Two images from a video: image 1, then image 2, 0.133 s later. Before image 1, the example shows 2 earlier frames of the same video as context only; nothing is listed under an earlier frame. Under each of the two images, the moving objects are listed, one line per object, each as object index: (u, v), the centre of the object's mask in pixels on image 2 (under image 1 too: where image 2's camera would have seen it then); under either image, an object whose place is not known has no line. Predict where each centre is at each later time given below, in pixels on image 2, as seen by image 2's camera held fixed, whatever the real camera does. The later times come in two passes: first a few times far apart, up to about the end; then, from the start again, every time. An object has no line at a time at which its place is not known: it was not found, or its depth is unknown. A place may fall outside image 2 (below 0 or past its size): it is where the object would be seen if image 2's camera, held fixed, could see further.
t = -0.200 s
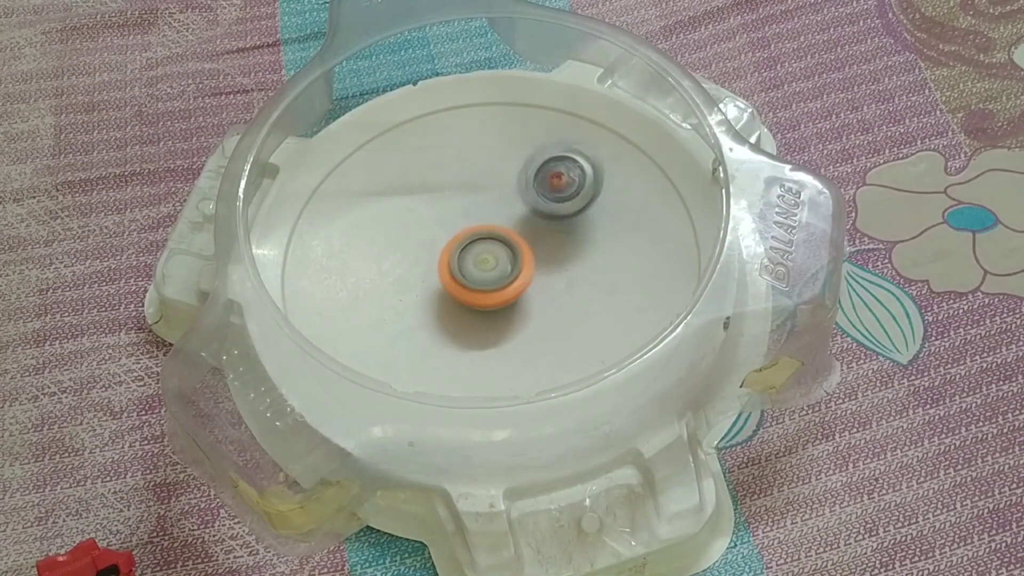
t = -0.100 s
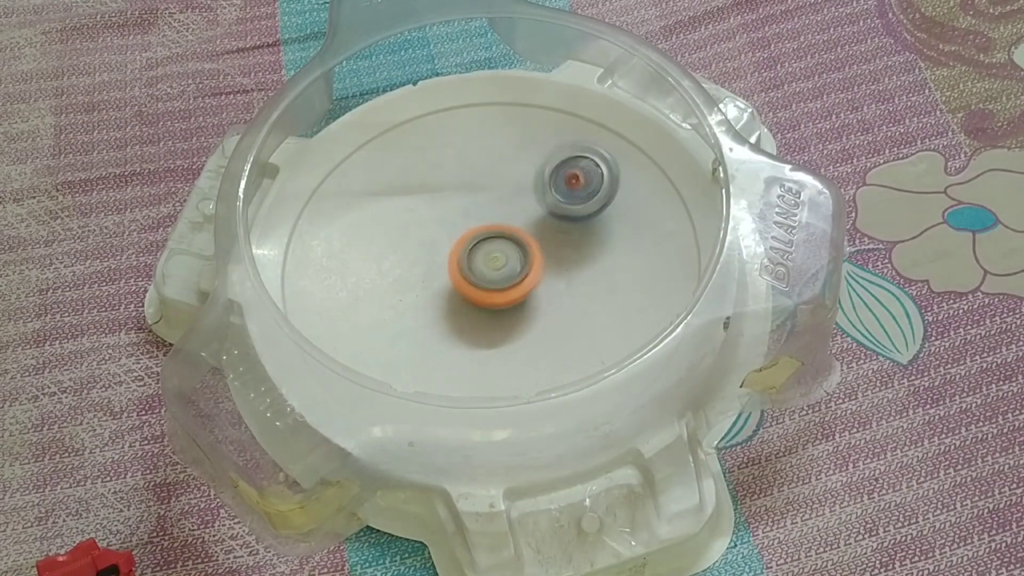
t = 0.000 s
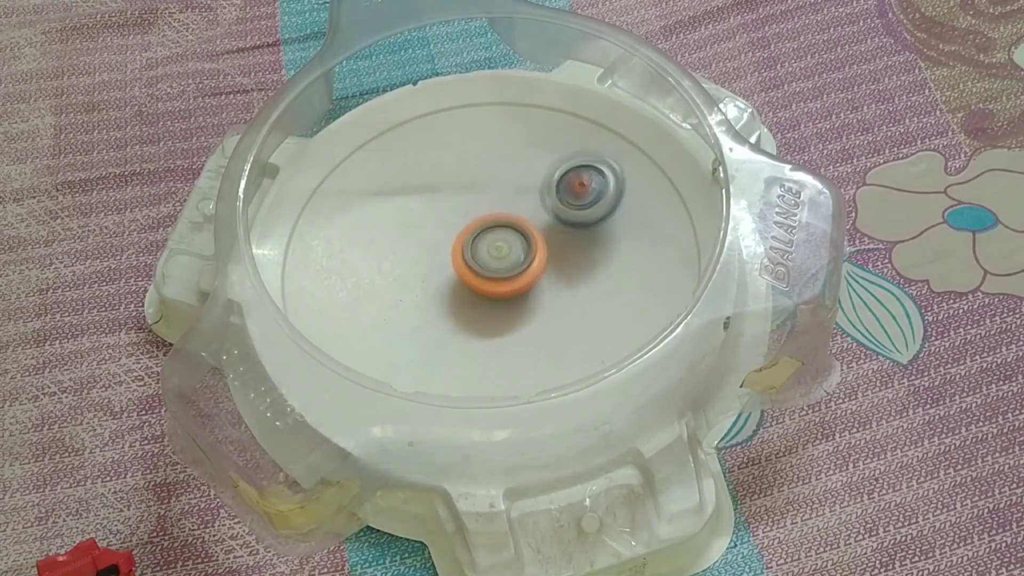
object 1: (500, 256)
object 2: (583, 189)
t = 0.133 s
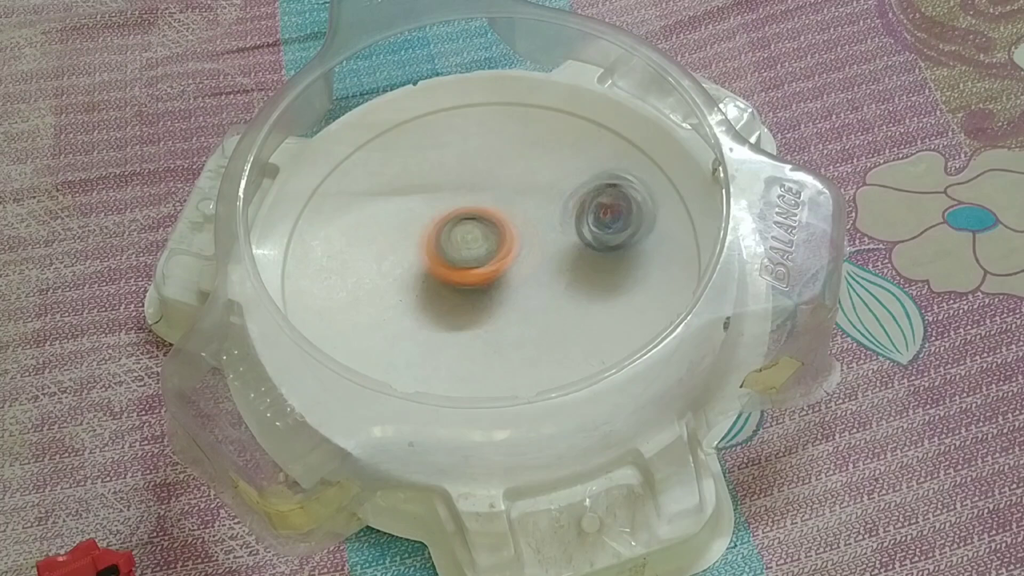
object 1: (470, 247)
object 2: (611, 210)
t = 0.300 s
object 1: (414, 255)
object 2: (670, 216)
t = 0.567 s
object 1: (394, 288)
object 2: (586, 240)
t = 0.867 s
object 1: (455, 294)
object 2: (491, 223)
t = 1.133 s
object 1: (512, 254)
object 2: (480, 161)
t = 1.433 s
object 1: (543, 230)
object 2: (541, 114)
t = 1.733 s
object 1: (561, 258)
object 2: (522, 192)
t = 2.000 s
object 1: (560, 273)
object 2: (461, 201)
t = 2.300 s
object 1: (536, 299)
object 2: (443, 148)
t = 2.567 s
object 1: (504, 310)
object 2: (498, 156)
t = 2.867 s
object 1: (471, 303)
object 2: (489, 222)
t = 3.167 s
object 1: (437, 293)
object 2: (477, 218)
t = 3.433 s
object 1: (446, 276)
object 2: (498, 216)
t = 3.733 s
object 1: (460, 248)
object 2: (557, 270)
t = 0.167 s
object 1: (447, 246)
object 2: (640, 211)
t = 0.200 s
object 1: (435, 247)
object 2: (657, 215)
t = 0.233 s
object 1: (428, 249)
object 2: (668, 215)
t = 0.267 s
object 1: (421, 252)
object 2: (674, 215)
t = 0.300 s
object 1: (414, 255)
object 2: (670, 216)
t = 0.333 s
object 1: (408, 258)
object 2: (658, 218)
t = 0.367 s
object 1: (403, 262)
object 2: (646, 219)
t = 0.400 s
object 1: (398, 266)
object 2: (635, 221)
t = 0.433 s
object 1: (395, 270)
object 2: (626, 225)
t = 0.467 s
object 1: (393, 275)
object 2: (617, 227)
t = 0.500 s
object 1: (392, 279)
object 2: (607, 232)
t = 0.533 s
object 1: (392, 284)
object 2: (597, 235)
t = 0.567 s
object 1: (394, 288)
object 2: (586, 240)
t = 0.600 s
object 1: (398, 293)
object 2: (573, 243)
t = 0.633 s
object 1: (402, 296)
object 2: (559, 246)
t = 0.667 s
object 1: (408, 298)
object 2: (547, 246)
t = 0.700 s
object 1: (415, 299)
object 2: (537, 245)
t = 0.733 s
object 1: (422, 300)
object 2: (526, 243)
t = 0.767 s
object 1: (430, 300)
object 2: (516, 240)
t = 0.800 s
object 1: (438, 299)
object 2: (506, 236)
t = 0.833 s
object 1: (447, 296)
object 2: (498, 230)
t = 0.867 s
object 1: (455, 294)
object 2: (491, 223)
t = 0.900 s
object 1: (462, 290)
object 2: (485, 215)
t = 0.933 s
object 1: (469, 286)
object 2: (480, 208)
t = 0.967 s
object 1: (477, 280)
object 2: (476, 200)
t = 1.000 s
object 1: (485, 276)
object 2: (475, 193)
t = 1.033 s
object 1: (492, 271)
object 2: (474, 184)
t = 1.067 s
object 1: (499, 266)
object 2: (475, 176)
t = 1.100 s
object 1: (506, 260)
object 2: (477, 169)
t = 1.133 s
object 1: (512, 254)
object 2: (480, 161)
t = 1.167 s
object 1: (518, 248)
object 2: (484, 156)
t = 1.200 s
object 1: (523, 242)
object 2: (491, 150)
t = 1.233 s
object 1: (528, 236)
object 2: (497, 145)
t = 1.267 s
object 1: (533, 229)
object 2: (506, 142)
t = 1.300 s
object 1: (537, 223)
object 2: (516, 140)
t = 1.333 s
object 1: (540, 217)
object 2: (525, 137)
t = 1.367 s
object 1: (541, 223)
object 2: (532, 134)
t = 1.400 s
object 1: (542, 227)
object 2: (536, 119)
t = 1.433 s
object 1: (543, 230)
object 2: (541, 114)
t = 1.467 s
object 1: (545, 232)
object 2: (549, 119)
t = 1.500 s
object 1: (546, 234)
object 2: (551, 126)
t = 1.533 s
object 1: (549, 238)
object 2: (550, 141)
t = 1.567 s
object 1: (552, 241)
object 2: (548, 150)
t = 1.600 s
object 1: (555, 244)
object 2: (544, 162)
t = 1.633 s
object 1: (557, 247)
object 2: (541, 170)
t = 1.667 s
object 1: (560, 250)
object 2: (536, 177)
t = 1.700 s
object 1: (561, 254)
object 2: (529, 185)
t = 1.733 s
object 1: (561, 258)
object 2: (522, 192)
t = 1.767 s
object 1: (561, 260)
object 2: (515, 198)
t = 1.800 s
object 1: (559, 261)
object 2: (508, 201)
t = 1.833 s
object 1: (558, 263)
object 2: (499, 205)
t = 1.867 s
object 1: (557, 267)
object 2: (492, 206)
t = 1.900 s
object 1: (557, 268)
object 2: (483, 206)
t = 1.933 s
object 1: (558, 270)
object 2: (475, 205)
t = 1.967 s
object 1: (559, 271)
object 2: (469, 204)
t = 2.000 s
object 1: (560, 273)
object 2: (461, 201)
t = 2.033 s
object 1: (560, 276)
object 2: (454, 197)
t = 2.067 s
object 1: (558, 279)
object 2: (447, 192)
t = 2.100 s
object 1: (556, 282)
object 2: (444, 186)
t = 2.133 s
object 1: (553, 285)
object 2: (441, 180)
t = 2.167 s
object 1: (550, 288)
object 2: (438, 174)
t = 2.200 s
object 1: (547, 291)
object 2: (438, 167)
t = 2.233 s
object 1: (544, 294)
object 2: (437, 160)
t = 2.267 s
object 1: (541, 296)
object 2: (440, 154)
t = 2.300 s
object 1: (536, 299)
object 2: (443, 148)
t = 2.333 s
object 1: (533, 301)
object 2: (449, 144)
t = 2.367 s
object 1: (529, 303)
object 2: (456, 139)
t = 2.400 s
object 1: (524, 305)
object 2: (463, 138)
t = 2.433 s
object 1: (520, 306)
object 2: (472, 137)
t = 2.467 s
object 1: (516, 308)
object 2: (479, 140)
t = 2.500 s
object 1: (512, 309)
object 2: (488, 145)
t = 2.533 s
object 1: (508, 309)
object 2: (492, 149)
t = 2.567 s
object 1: (504, 310)
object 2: (498, 156)
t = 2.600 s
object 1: (500, 310)
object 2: (501, 162)
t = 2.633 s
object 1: (496, 310)
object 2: (504, 171)
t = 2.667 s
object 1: (493, 310)
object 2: (505, 178)
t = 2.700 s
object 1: (489, 309)
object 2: (505, 187)
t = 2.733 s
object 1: (485, 309)
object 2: (504, 195)
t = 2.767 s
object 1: (481, 307)
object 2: (503, 201)
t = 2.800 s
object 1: (478, 306)
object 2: (498, 210)
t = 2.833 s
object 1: (474, 305)
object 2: (493, 216)
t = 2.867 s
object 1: (471, 303)
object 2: (489, 222)
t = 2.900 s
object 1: (468, 301)
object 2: (483, 226)
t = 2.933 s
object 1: (465, 299)
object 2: (476, 229)
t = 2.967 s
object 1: (461, 298)
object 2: (475, 227)
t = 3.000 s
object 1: (455, 297)
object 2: (474, 224)
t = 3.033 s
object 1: (451, 295)
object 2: (474, 224)
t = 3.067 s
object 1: (447, 294)
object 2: (472, 220)
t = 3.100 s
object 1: (443, 295)
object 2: (476, 220)
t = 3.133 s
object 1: (440, 294)
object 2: (477, 219)
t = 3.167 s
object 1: (437, 293)
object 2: (477, 218)
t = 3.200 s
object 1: (436, 292)
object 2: (476, 216)
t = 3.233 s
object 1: (436, 291)
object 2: (479, 211)
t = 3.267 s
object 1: (436, 290)
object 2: (482, 210)
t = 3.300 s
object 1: (436, 288)
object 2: (489, 209)
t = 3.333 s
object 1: (438, 286)
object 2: (493, 212)
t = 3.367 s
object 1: (440, 284)
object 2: (495, 214)
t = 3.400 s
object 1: (443, 280)
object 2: (497, 216)
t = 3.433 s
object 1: (446, 276)
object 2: (498, 216)
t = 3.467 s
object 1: (448, 272)
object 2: (500, 218)
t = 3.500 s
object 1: (443, 270)
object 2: (516, 219)
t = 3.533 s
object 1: (442, 266)
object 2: (531, 222)
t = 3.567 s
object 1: (443, 264)
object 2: (546, 228)
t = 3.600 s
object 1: (446, 261)
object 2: (558, 236)
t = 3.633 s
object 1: (448, 258)
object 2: (563, 244)
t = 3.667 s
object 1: (451, 255)
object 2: (564, 252)
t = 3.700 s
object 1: (455, 251)
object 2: (561, 260)
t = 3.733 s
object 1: (460, 248)
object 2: (557, 270)
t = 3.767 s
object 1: (464, 245)
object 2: (554, 280)
